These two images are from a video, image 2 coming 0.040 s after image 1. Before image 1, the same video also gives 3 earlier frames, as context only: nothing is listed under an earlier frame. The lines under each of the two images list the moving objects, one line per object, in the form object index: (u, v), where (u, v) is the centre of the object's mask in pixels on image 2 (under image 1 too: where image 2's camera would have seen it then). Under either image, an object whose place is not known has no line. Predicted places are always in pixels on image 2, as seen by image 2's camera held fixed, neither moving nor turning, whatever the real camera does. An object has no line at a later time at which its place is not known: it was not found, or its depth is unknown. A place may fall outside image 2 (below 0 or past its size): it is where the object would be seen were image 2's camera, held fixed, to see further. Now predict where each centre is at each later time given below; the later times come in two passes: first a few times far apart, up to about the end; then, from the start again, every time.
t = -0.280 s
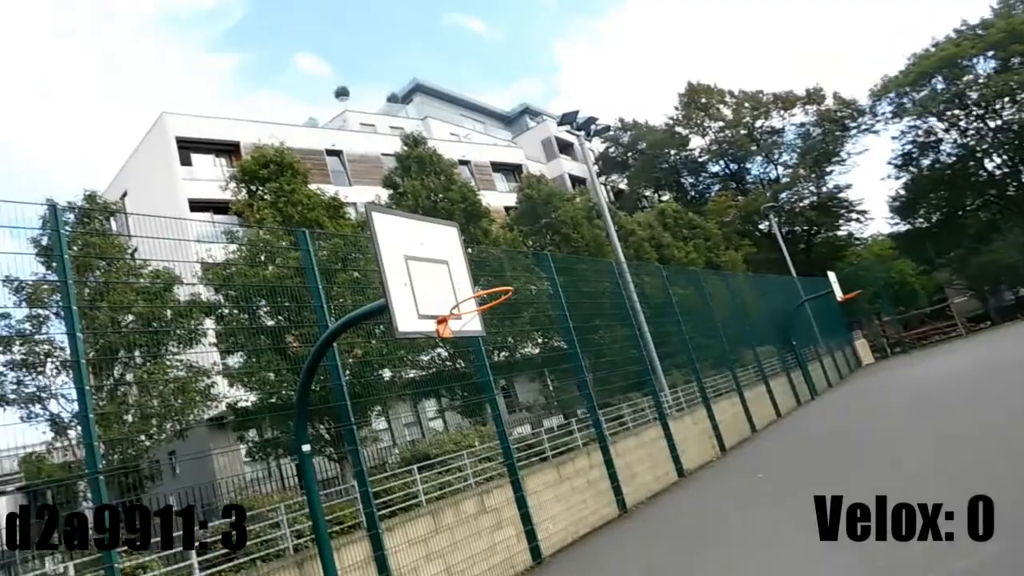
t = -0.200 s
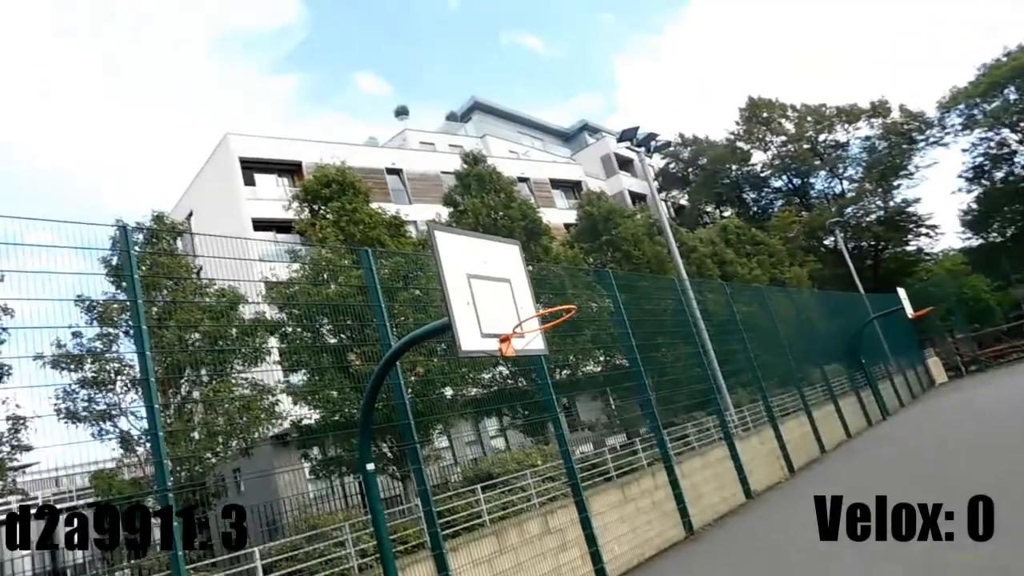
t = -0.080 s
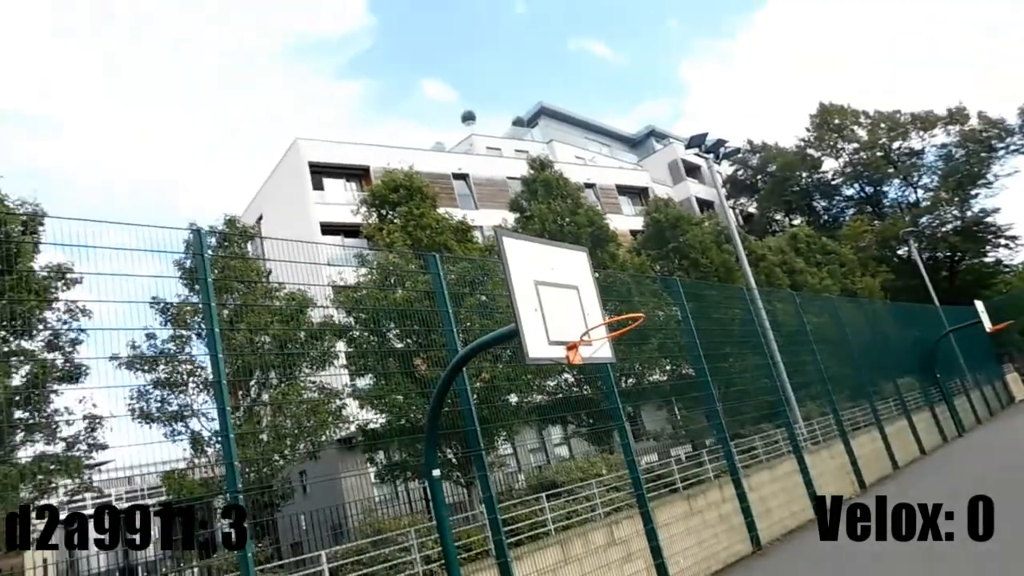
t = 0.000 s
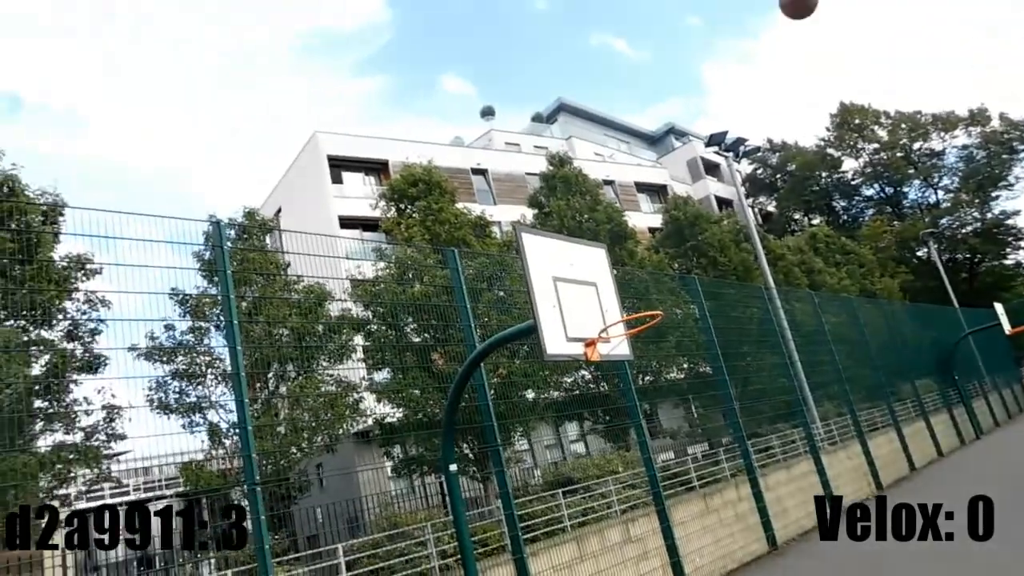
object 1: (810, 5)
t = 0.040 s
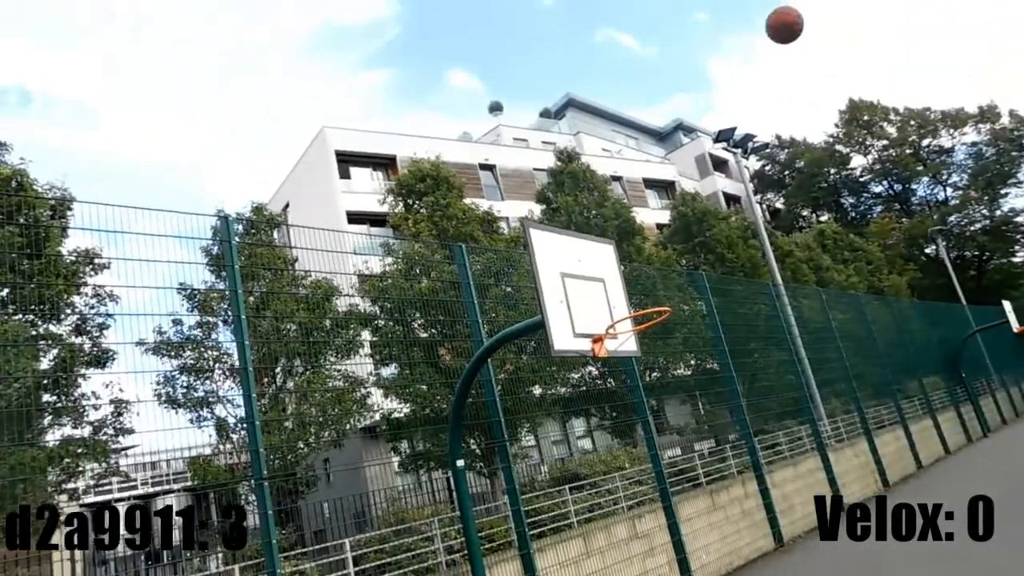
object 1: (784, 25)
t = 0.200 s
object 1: (706, 149)
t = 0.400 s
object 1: (627, 291)
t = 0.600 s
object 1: (555, 235)
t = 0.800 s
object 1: (572, 191)
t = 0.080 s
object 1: (764, 54)
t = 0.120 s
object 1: (744, 85)
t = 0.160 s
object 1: (724, 118)
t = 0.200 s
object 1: (706, 149)
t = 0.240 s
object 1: (688, 183)
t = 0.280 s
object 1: (671, 219)
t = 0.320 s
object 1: (655, 259)
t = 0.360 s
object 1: (641, 297)
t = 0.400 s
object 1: (627, 291)
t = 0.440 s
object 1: (611, 275)
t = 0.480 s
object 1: (595, 262)
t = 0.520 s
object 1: (581, 251)
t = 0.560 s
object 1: (568, 242)
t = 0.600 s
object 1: (555, 235)
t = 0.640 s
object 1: (558, 224)
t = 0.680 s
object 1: (561, 213)
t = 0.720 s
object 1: (564, 203)
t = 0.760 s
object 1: (568, 197)
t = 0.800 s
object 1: (572, 191)
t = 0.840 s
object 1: (577, 188)
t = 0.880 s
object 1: (583, 187)
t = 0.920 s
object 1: (589, 186)
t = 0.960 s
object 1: (595, 191)
